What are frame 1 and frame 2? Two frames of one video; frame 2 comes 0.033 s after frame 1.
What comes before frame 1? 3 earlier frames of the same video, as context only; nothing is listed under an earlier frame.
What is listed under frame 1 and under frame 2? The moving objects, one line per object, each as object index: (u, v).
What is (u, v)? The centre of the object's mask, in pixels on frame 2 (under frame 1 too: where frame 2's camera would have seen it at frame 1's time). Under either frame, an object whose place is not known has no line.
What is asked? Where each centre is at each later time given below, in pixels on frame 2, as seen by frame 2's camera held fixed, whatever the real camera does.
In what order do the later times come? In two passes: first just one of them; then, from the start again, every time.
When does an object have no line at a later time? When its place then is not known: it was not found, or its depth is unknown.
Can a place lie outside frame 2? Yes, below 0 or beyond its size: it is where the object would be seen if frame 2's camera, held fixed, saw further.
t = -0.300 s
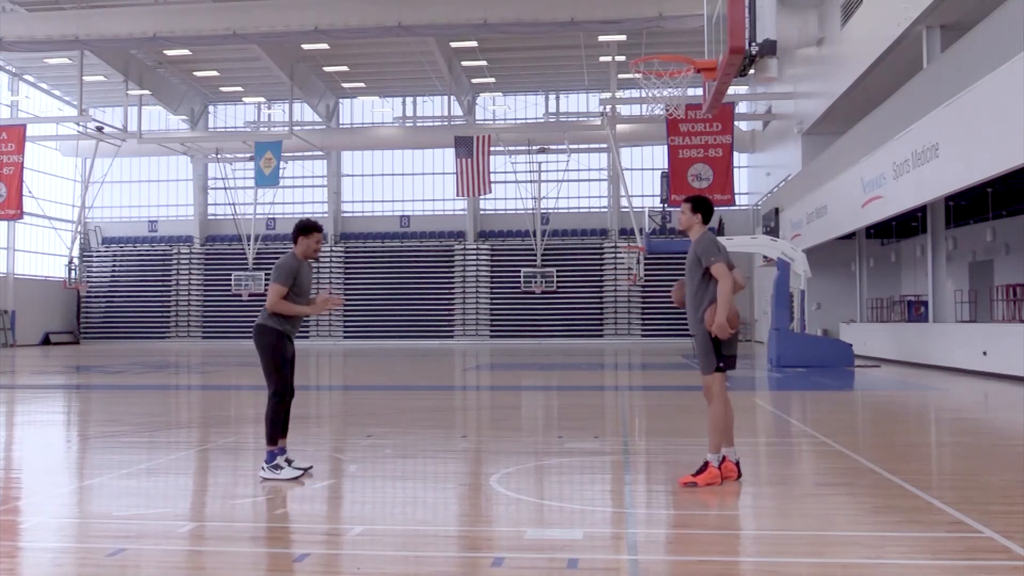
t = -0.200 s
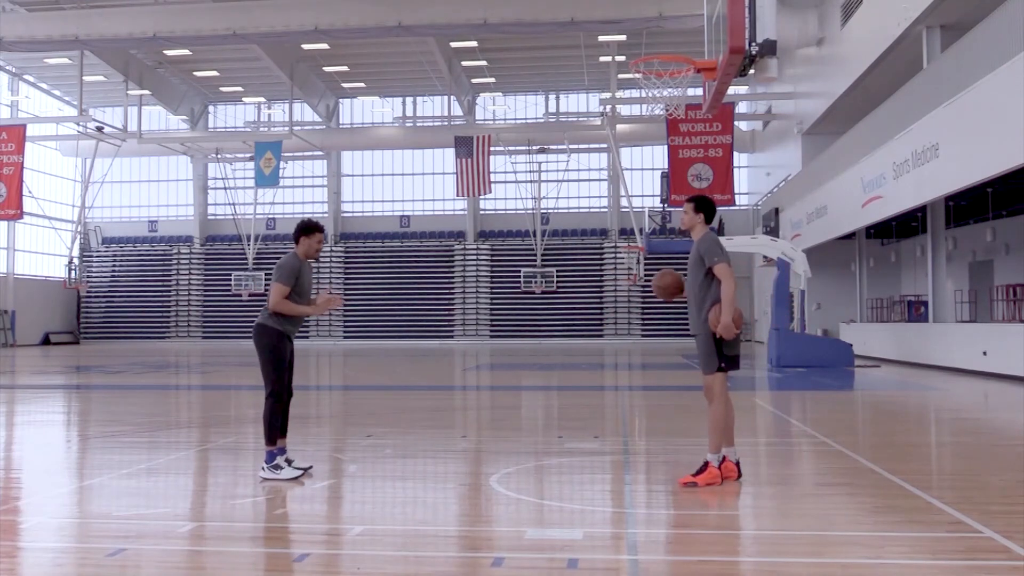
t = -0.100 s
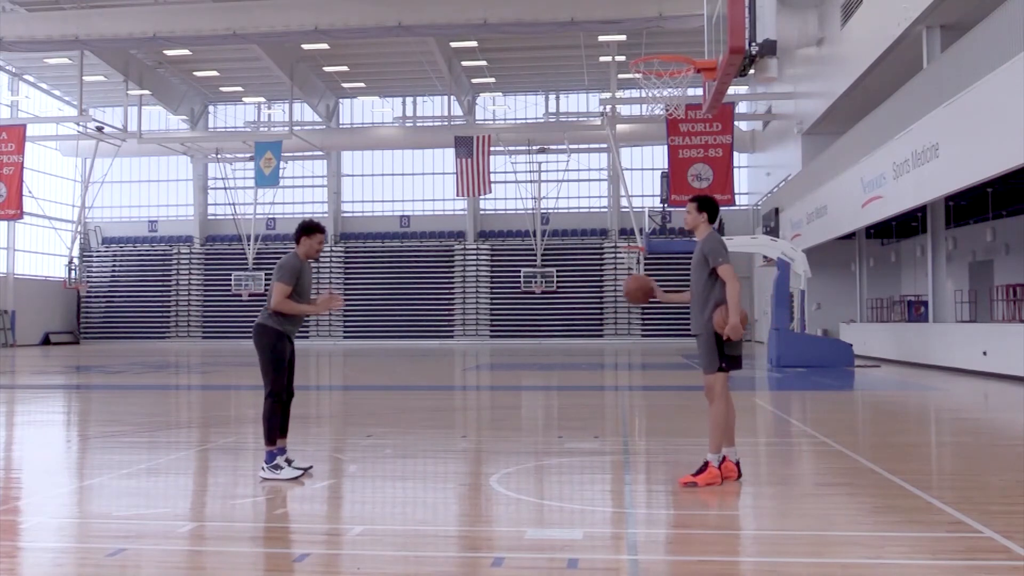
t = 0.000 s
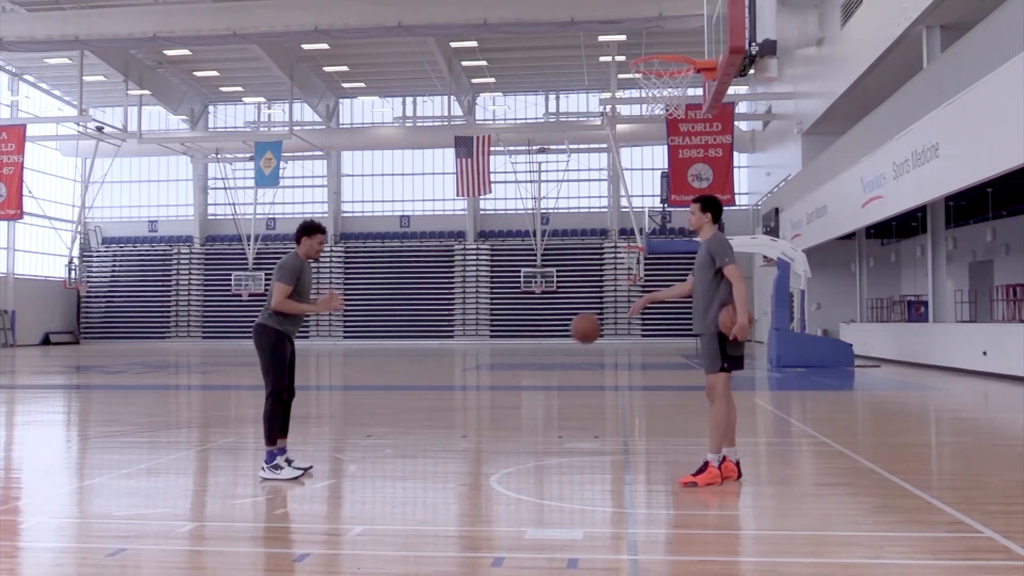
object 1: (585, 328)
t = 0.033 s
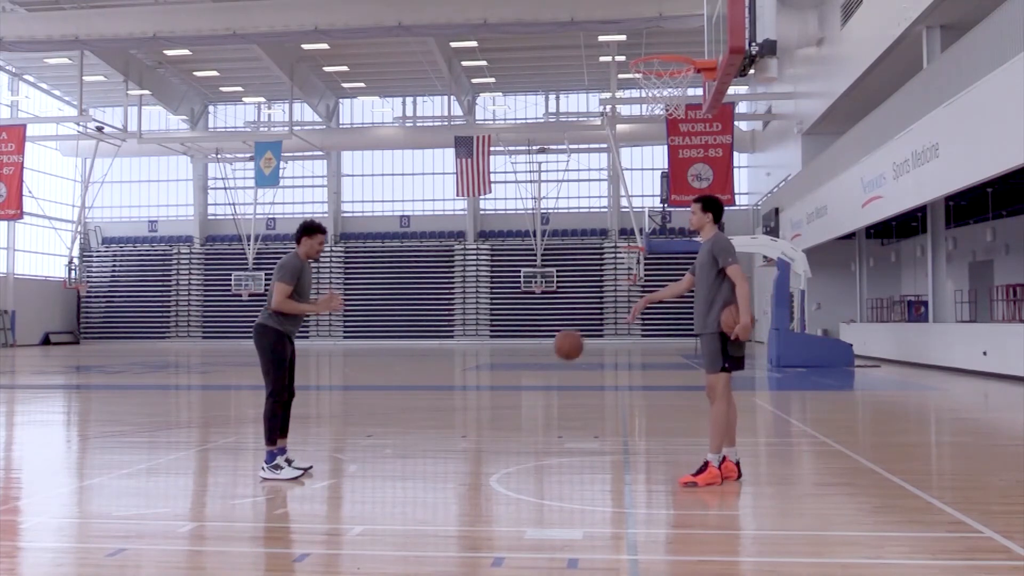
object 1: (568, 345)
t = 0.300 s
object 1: (454, 416)
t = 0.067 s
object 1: (552, 363)
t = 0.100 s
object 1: (534, 383)
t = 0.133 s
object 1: (517, 403)
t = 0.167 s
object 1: (501, 425)
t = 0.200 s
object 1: (483, 448)
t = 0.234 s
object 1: (471, 451)
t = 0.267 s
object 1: (463, 433)
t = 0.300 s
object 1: (454, 416)
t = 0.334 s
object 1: (446, 402)
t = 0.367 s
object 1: (437, 388)
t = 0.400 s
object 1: (429, 376)
